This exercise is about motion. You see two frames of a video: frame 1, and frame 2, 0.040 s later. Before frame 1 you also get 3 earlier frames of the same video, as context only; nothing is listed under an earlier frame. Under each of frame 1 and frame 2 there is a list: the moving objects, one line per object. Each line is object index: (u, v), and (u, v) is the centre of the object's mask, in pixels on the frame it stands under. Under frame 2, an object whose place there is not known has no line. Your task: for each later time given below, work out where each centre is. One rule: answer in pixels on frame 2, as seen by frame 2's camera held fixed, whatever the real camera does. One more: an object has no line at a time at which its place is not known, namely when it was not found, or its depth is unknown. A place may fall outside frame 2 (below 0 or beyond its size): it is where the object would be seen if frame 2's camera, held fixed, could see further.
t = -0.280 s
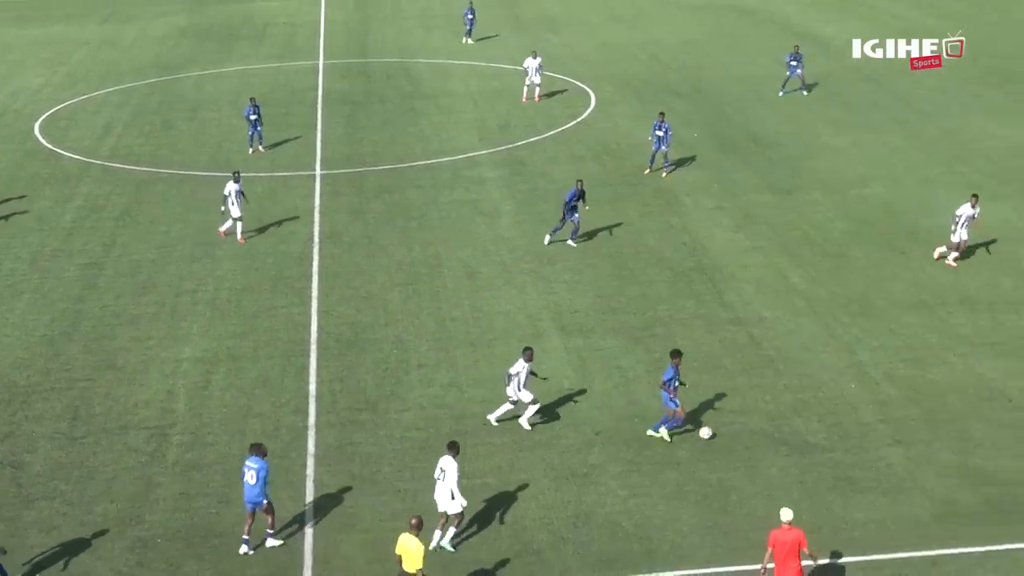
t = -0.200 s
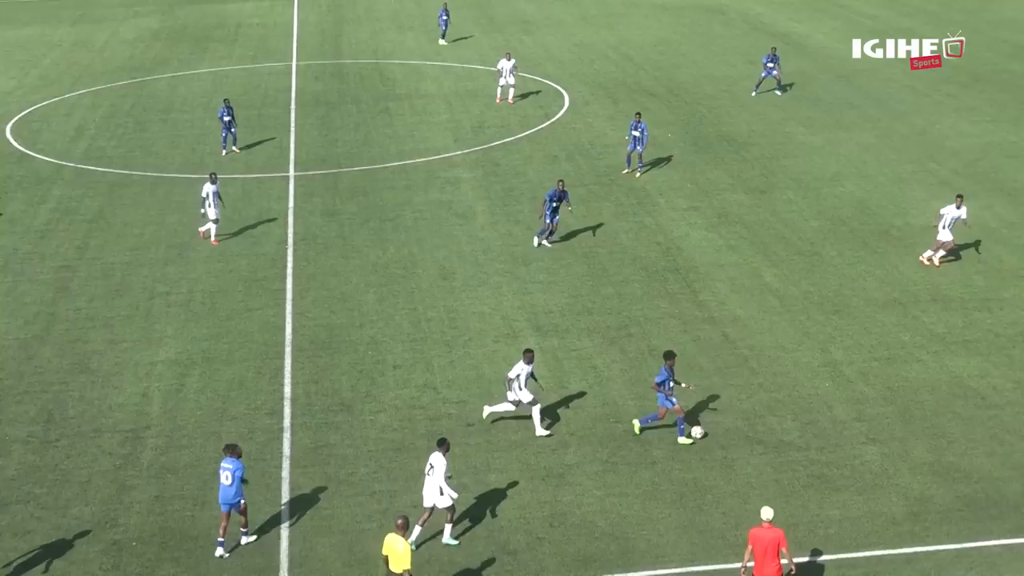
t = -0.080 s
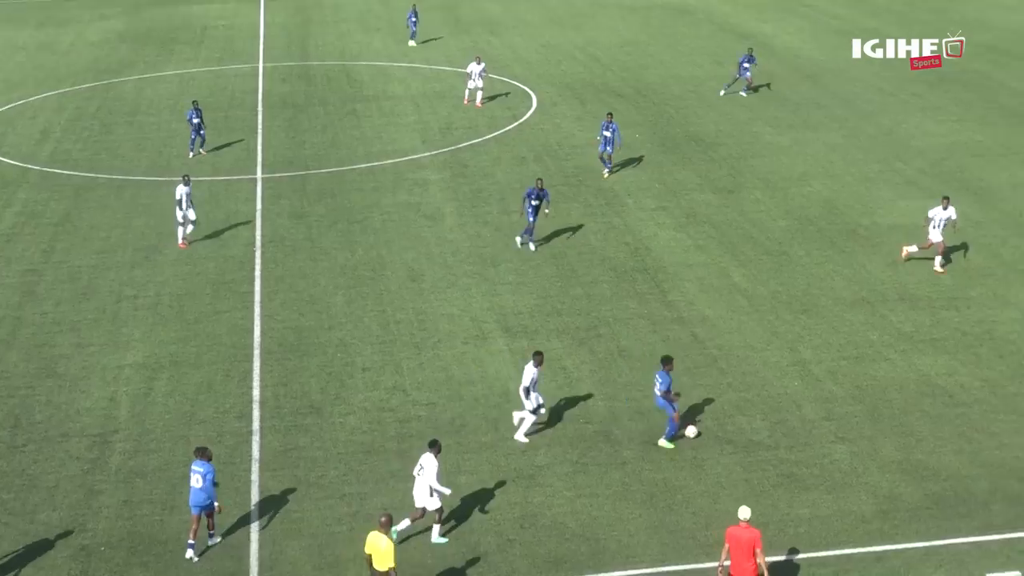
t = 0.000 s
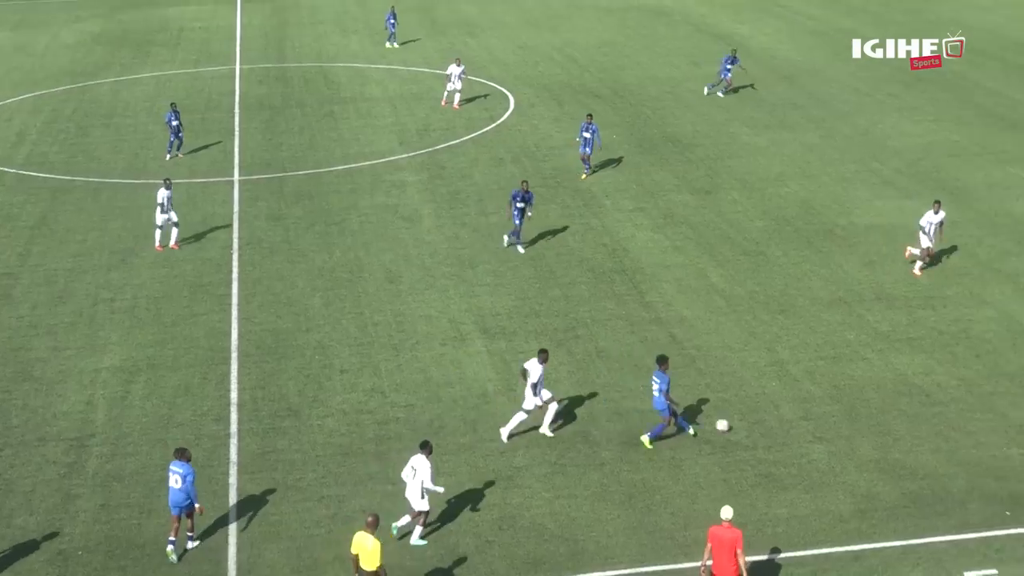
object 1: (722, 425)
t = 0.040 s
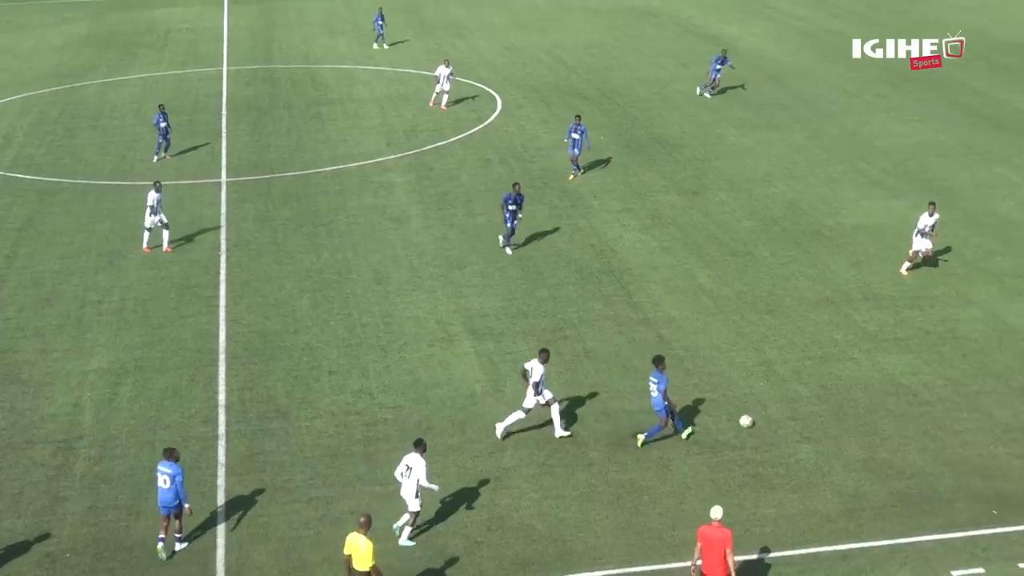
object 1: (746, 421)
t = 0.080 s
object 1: (781, 416)
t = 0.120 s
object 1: (814, 412)
